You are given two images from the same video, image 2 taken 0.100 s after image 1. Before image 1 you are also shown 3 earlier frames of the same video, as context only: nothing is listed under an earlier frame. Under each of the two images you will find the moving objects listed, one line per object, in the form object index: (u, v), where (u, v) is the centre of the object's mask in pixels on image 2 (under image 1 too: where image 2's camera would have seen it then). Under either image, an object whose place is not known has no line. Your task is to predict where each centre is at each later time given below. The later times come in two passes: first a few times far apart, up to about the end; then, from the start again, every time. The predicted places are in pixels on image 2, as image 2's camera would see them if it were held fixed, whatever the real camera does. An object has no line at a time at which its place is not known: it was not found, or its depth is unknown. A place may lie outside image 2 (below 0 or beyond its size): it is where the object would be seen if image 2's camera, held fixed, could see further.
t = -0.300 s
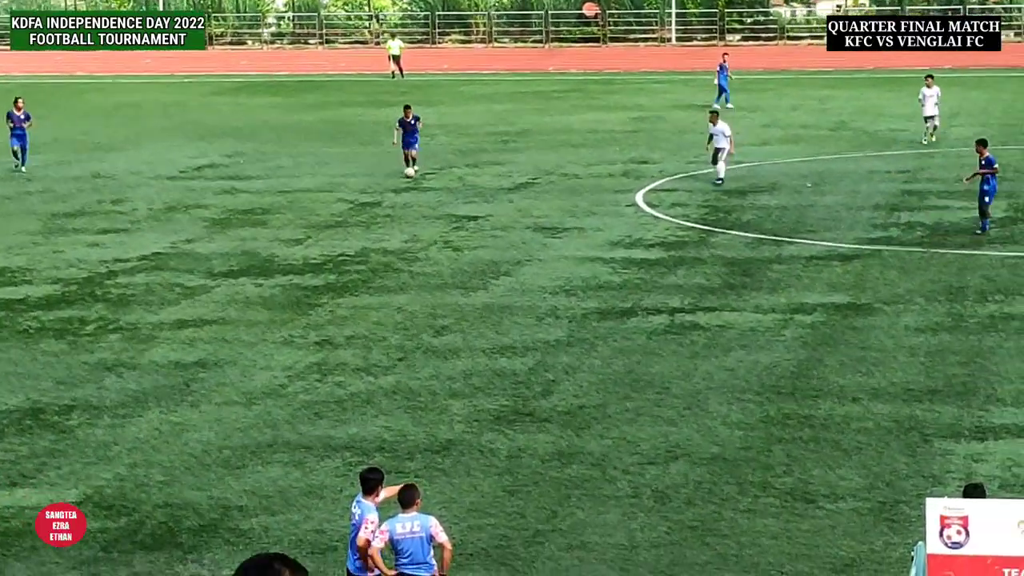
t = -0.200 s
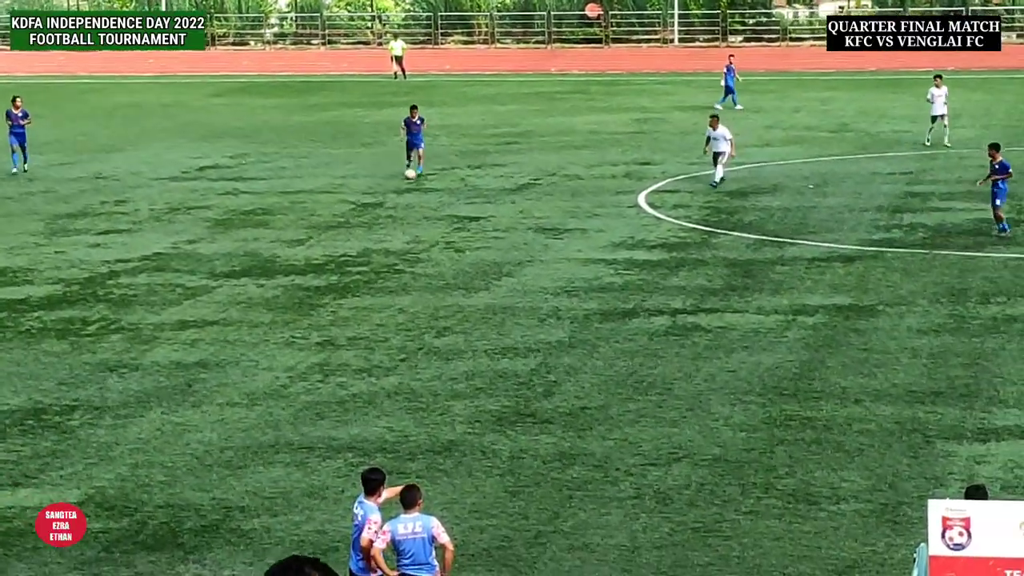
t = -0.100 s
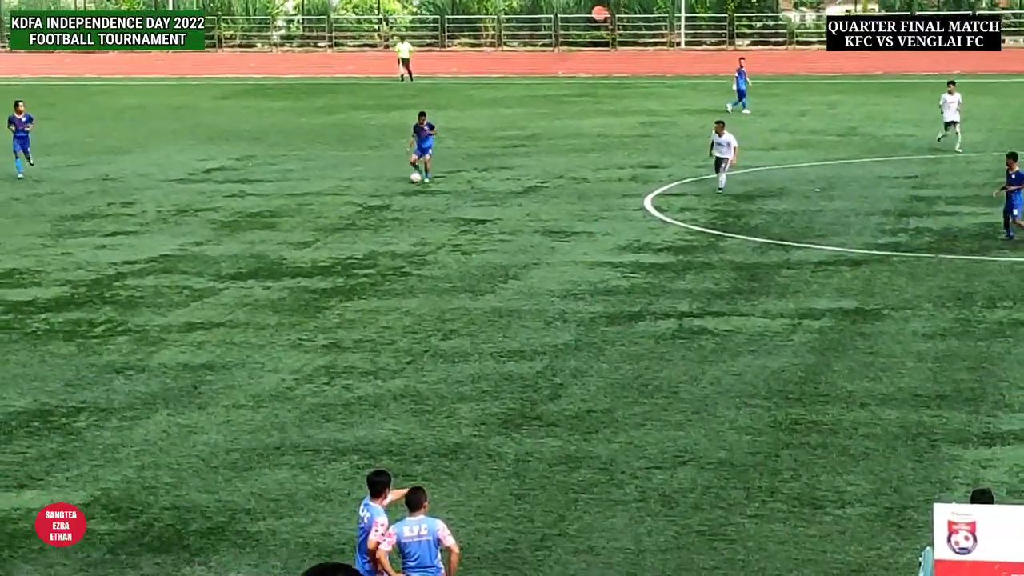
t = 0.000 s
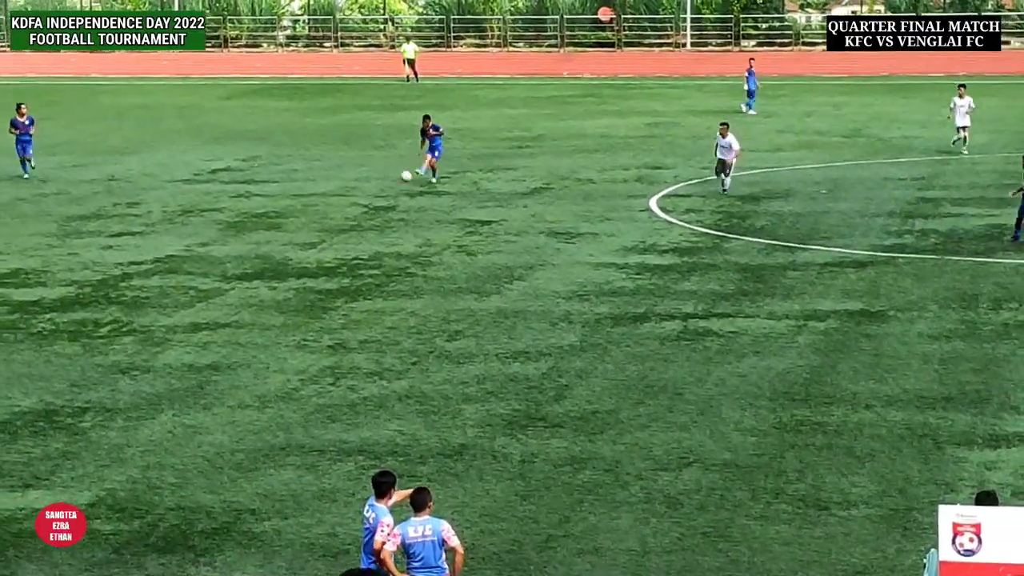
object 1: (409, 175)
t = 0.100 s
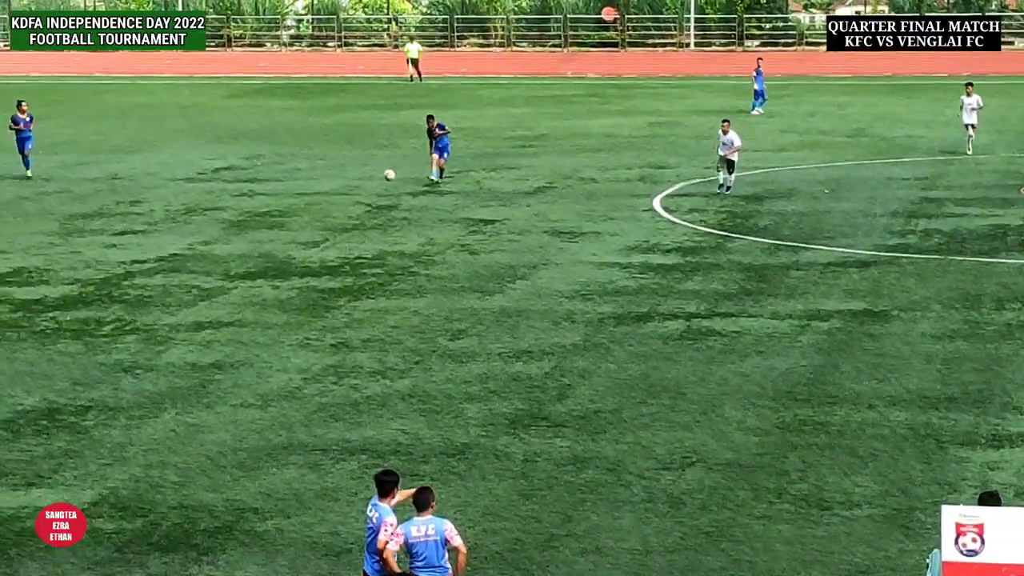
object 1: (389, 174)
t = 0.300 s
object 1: (353, 187)
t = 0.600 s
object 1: (297, 249)
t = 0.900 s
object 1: (239, 293)
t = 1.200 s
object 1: (179, 361)
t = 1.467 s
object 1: (126, 390)
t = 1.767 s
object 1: (67, 448)
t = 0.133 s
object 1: (382, 175)
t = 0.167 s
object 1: (376, 176)
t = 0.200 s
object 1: (369, 177)
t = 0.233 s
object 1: (364, 180)
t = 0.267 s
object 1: (357, 182)
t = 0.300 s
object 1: (353, 187)
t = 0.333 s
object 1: (346, 191)
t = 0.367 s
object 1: (340, 196)
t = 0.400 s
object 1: (333, 202)
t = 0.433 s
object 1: (327, 208)
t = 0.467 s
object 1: (321, 214)
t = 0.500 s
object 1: (315, 222)
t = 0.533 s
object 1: (309, 230)
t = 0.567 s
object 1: (303, 239)
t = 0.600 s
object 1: (297, 249)
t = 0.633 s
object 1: (291, 260)
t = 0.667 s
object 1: (286, 273)
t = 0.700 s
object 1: (278, 283)
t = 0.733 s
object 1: (272, 283)
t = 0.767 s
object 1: (264, 283)
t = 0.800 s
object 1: (258, 283)
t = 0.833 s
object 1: (252, 286)
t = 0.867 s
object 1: (246, 288)
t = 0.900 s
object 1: (239, 293)
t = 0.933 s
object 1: (233, 297)
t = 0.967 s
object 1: (227, 304)
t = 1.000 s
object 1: (220, 311)
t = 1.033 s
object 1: (213, 318)
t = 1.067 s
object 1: (206, 328)
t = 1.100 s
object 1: (200, 339)
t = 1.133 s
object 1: (192, 351)
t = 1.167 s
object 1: (186, 362)
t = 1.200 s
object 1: (179, 361)
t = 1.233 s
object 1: (173, 360)
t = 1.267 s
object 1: (167, 361)
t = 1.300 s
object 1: (160, 364)
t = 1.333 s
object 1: (153, 366)
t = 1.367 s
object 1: (146, 371)
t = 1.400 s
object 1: (139, 376)
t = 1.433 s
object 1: (133, 383)
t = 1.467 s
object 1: (126, 390)
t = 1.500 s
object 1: (119, 397)
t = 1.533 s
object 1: (112, 407)
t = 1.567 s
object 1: (105, 418)
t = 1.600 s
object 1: (97, 431)
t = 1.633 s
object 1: (90, 445)
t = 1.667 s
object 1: (83, 447)
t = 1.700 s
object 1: (78, 446)
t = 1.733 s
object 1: (73, 447)
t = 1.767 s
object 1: (67, 448)
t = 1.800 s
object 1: (62, 450)
